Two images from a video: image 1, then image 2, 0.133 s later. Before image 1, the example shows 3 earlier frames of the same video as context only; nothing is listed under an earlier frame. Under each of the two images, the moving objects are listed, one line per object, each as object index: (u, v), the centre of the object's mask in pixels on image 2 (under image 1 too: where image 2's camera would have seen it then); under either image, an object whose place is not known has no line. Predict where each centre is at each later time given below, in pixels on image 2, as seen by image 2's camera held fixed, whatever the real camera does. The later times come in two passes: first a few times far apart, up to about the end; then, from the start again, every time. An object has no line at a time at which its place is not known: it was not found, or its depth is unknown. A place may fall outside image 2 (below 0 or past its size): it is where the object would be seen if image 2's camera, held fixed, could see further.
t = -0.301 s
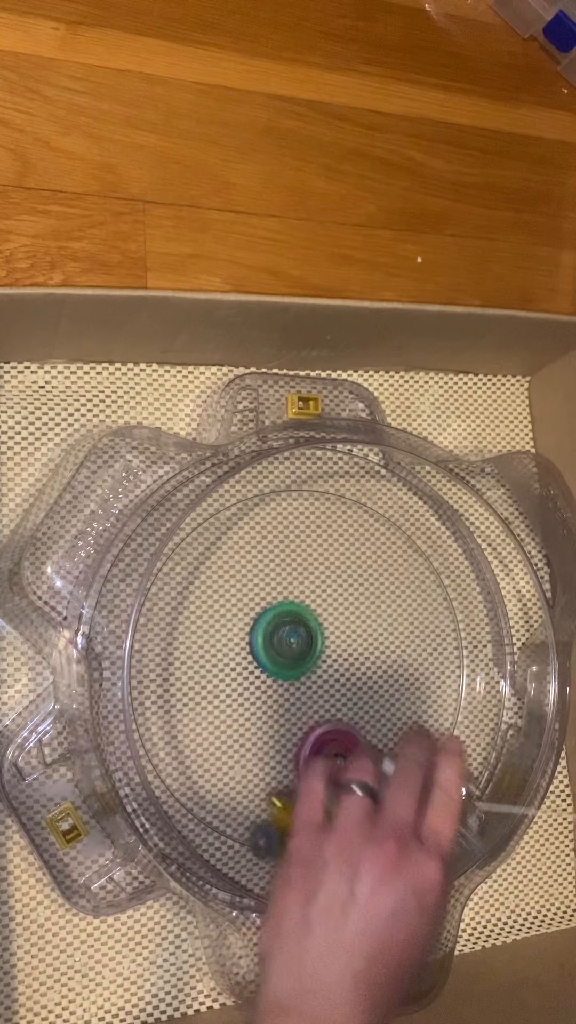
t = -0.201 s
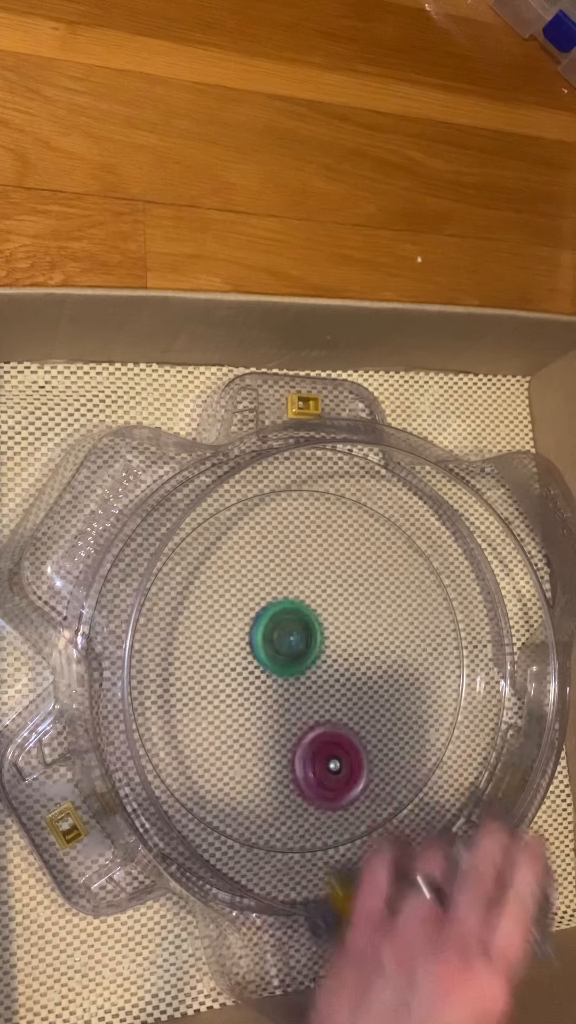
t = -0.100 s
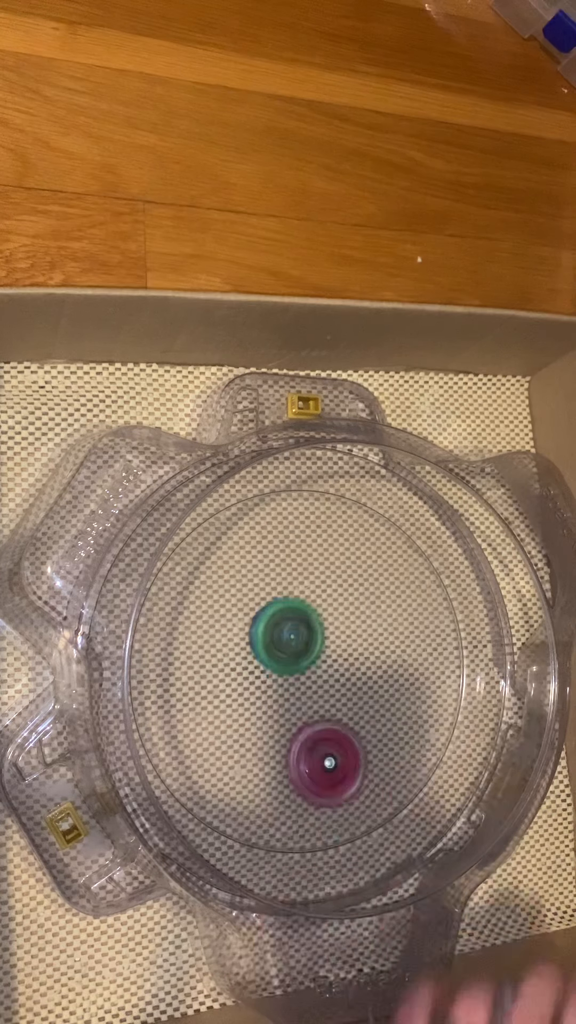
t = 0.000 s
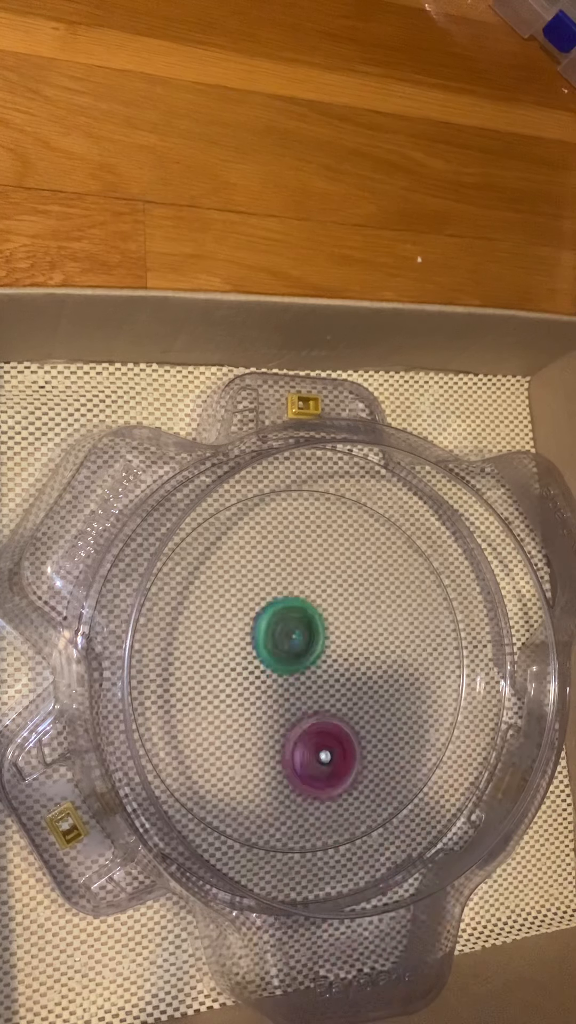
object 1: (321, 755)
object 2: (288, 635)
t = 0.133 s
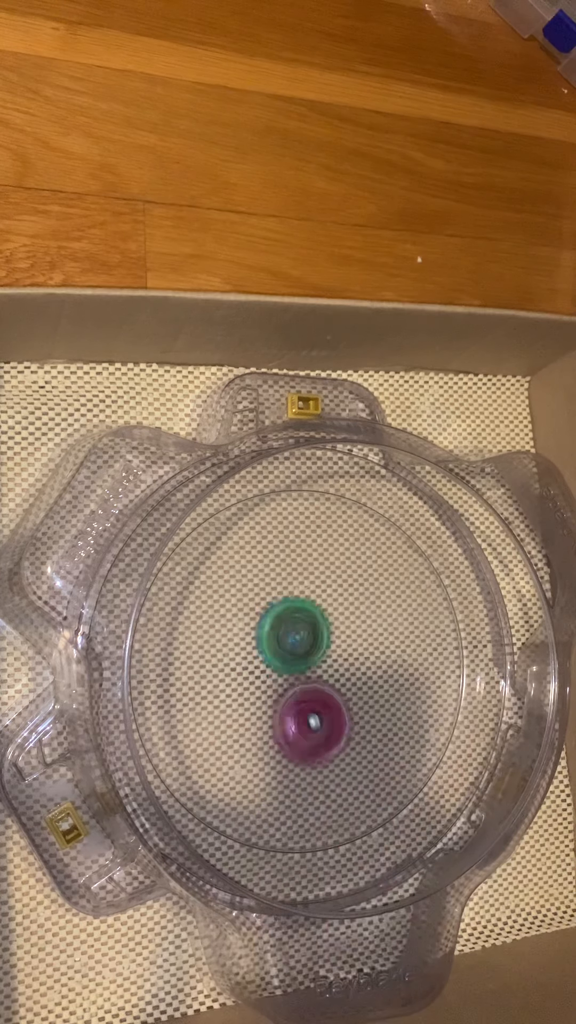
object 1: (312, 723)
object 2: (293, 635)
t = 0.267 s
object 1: (312, 713)
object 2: (297, 617)
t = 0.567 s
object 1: (307, 703)
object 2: (305, 620)
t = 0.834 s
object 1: (301, 707)
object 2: (311, 623)
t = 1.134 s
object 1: (298, 711)
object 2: (314, 628)
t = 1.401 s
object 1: (299, 712)
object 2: (314, 629)
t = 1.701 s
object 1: (300, 710)
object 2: (312, 626)
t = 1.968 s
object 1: (299, 706)
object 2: (311, 623)
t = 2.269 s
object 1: (298, 704)
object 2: (312, 622)
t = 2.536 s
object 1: (297, 704)
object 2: (313, 621)
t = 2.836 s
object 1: (297, 704)
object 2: (313, 622)
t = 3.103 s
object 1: (297, 705)
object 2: (314, 622)
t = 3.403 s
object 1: (298, 705)
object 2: (313, 623)
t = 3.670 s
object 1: (299, 705)
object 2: (313, 622)
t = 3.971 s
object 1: (298, 704)
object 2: (312, 621)
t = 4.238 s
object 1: (299, 703)
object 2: (312, 622)
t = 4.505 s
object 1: (301, 703)
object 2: (312, 621)
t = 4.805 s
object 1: (302, 703)
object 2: (312, 621)
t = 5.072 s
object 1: (304, 703)
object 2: (313, 619)
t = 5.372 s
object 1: (302, 703)
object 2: (311, 620)
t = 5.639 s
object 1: (300, 710)
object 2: (308, 616)
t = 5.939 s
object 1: (298, 703)
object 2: (302, 621)
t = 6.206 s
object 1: (297, 703)
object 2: (300, 620)
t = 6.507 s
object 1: (299, 705)
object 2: (301, 621)
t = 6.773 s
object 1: (301, 706)
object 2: (304, 622)
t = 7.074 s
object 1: (306, 706)
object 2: (307, 622)
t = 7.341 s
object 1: (307, 708)
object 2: (308, 620)
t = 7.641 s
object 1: (303, 706)
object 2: (306, 623)
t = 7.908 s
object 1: (299, 711)
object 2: (305, 623)
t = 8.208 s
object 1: (295, 707)
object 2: (303, 624)
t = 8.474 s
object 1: (297, 708)
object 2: (305, 623)
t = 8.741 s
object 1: (298, 709)
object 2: (306, 623)
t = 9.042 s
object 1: (294, 709)
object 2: (304, 625)
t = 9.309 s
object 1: (290, 708)
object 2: (303, 621)
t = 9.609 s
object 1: (287, 702)
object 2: (303, 619)
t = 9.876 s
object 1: (281, 702)
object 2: (304, 620)
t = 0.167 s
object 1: (311, 714)
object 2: (294, 632)
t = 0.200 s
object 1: (312, 714)
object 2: (295, 622)
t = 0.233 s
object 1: (312, 714)
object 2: (296, 617)
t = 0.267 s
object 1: (312, 713)
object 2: (297, 617)
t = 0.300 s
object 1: (312, 711)
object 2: (298, 617)
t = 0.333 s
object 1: (311, 711)
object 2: (299, 617)
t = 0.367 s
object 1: (311, 709)
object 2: (300, 617)
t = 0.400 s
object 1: (311, 708)
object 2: (301, 617)
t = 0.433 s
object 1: (310, 706)
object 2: (301, 618)
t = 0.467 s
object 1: (309, 704)
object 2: (302, 619)
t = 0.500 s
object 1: (308, 703)
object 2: (303, 620)
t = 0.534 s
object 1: (308, 703)
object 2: (305, 619)
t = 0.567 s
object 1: (307, 703)
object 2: (305, 620)
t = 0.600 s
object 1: (307, 704)
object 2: (306, 620)
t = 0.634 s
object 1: (307, 705)
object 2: (307, 620)
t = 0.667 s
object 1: (305, 704)
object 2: (308, 621)
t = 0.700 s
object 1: (305, 705)
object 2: (308, 621)
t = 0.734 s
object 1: (304, 705)
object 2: (309, 621)
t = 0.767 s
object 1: (303, 706)
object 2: (310, 622)
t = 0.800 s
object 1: (302, 706)
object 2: (311, 623)
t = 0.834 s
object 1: (301, 707)
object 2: (311, 623)
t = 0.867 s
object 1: (300, 707)
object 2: (311, 624)
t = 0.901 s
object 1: (300, 708)
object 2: (312, 625)
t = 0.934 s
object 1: (300, 708)
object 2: (313, 626)
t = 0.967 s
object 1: (299, 708)
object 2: (313, 626)
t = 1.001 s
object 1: (299, 709)
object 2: (313, 627)
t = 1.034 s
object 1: (299, 710)
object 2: (313, 627)
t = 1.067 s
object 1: (299, 711)
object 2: (314, 628)
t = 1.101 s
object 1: (298, 710)
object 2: (314, 628)
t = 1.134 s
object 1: (298, 711)
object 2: (314, 628)
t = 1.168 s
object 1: (298, 711)
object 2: (314, 629)
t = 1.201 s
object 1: (298, 711)
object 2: (314, 629)
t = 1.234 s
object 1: (299, 712)
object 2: (314, 629)
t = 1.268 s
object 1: (299, 712)
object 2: (314, 629)
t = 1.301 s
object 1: (299, 712)
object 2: (314, 629)
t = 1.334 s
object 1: (299, 712)
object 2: (314, 629)
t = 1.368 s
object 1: (299, 712)
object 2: (314, 629)
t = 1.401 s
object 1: (299, 712)
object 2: (314, 629)
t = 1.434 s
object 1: (299, 712)
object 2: (314, 629)
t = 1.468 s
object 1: (299, 711)
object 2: (313, 629)
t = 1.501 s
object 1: (300, 711)
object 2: (313, 629)
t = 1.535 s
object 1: (300, 711)
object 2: (313, 629)
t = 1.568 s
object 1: (300, 711)
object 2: (313, 629)
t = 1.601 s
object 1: (300, 711)
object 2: (313, 627)
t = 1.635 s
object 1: (300, 711)
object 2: (313, 627)
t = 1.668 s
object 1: (300, 710)
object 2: (312, 626)
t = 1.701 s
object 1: (300, 710)
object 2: (312, 626)
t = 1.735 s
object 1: (300, 709)
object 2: (312, 626)
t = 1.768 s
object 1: (300, 709)
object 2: (311, 625)
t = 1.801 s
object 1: (300, 708)
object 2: (312, 625)
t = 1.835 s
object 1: (300, 708)
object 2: (311, 624)
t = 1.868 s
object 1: (300, 707)
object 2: (311, 623)
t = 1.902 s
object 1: (300, 706)
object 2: (311, 623)
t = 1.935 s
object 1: (299, 706)
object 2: (311, 623)
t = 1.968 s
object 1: (299, 706)
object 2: (311, 623)
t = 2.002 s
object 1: (299, 705)
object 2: (311, 623)
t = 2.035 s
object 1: (299, 705)
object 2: (311, 623)
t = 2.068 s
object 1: (299, 705)
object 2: (311, 622)
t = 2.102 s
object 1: (298, 704)
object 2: (311, 622)
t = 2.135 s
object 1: (298, 704)
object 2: (312, 622)
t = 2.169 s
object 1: (298, 704)
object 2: (312, 622)
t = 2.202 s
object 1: (298, 704)
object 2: (312, 622)
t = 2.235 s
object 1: (298, 704)
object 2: (312, 622)
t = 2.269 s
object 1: (298, 704)
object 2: (312, 622)
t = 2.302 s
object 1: (298, 704)
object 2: (312, 622)
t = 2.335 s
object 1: (298, 704)
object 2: (312, 622)
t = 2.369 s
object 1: (298, 704)
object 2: (312, 622)
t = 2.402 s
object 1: (298, 704)
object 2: (312, 621)
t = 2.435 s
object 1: (297, 704)
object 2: (312, 622)
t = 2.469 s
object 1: (297, 704)
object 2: (312, 621)
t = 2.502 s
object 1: (298, 704)
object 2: (312, 621)
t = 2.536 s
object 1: (297, 704)
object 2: (313, 621)
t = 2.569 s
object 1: (297, 704)
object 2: (312, 621)
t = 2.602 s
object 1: (297, 704)
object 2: (312, 622)
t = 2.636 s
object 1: (297, 704)
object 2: (313, 622)
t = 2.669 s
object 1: (297, 704)
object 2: (313, 622)
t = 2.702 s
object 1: (297, 704)
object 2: (313, 622)
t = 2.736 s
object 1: (298, 704)
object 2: (313, 622)
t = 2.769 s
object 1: (298, 704)
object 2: (313, 622)
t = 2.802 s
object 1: (297, 704)
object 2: (313, 622)
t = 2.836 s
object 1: (297, 704)
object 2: (313, 622)
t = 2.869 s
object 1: (298, 704)
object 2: (313, 622)
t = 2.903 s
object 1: (298, 705)
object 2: (314, 622)
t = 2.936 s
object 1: (298, 705)
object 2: (314, 622)
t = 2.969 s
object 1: (298, 705)
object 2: (314, 621)
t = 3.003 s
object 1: (297, 705)
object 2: (314, 622)
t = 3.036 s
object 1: (297, 705)
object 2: (314, 622)
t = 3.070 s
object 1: (297, 705)
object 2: (314, 622)
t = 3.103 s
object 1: (297, 705)
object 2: (314, 622)
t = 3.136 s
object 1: (297, 705)
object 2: (314, 623)
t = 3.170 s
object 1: (298, 705)
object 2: (314, 622)
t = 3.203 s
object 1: (298, 705)
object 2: (314, 622)
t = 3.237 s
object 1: (298, 705)
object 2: (314, 623)
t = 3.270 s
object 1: (298, 705)
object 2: (313, 622)
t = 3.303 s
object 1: (298, 705)
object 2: (313, 623)
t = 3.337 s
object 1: (298, 705)
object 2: (313, 623)
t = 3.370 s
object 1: (298, 706)
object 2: (314, 622)
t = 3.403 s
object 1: (298, 705)
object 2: (313, 623)
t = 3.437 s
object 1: (298, 705)
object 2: (313, 622)
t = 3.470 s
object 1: (298, 705)
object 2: (313, 622)
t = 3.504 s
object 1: (298, 705)
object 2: (313, 622)
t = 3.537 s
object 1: (297, 705)
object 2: (313, 623)
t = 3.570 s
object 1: (297, 704)
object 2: (313, 623)
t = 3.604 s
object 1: (298, 705)
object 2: (312, 623)
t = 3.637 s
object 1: (298, 705)
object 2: (312, 623)
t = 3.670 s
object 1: (299, 705)
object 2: (313, 622)
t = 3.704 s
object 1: (298, 704)
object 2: (313, 622)
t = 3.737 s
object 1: (298, 704)
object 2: (312, 622)
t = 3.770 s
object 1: (298, 704)
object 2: (312, 622)
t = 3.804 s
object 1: (298, 704)
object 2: (312, 622)
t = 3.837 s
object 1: (298, 704)
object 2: (312, 622)
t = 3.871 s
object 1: (298, 704)
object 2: (312, 622)
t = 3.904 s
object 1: (298, 704)
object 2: (312, 622)
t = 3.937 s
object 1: (298, 704)
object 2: (312, 622)
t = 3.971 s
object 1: (298, 704)
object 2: (312, 621)
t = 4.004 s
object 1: (298, 704)
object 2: (311, 622)
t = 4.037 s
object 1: (298, 704)
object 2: (311, 622)
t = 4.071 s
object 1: (299, 703)
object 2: (312, 622)
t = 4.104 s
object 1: (298, 703)
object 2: (312, 622)
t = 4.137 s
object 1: (299, 703)
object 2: (312, 622)
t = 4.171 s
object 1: (298, 703)
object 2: (312, 621)
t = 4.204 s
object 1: (298, 703)
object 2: (312, 621)
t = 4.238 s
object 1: (299, 703)
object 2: (312, 622)
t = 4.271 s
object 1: (299, 704)
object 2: (312, 621)
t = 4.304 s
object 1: (300, 703)
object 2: (312, 621)
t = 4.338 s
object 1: (300, 704)
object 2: (312, 621)
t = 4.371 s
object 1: (300, 703)
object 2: (312, 621)
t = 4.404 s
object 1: (300, 703)
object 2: (312, 621)
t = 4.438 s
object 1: (300, 704)
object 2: (312, 621)
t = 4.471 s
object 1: (301, 703)
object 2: (312, 621)
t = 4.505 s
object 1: (301, 703)
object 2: (312, 621)
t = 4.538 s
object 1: (301, 703)
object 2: (312, 621)
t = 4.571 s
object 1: (301, 704)
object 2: (312, 621)
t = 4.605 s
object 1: (302, 704)
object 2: (312, 621)
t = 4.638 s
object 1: (303, 704)
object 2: (313, 620)
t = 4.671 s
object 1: (303, 704)
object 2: (313, 621)
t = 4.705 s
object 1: (303, 703)
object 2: (312, 620)
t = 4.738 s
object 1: (302, 704)
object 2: (312, 620)
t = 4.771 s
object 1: (302, 703)
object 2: (312, 620)
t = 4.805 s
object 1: (302, 703)
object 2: (312, 621)
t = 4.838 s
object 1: (303, 703)
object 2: (312, 621)
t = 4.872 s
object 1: (304, 703)
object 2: (312, 621)
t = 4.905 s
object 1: (304, 703)
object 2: (312, 621)
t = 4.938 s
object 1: (305, 703)
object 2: (313, 621)
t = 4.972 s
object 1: (305, 704)
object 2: (313, 620)
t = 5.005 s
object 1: (305, 704)
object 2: (313, 619)
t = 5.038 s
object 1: (305, 703)
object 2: (313, 619)
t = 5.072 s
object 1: (304, 703)
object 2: (313, 619)
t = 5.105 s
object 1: (304, 703)
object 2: (313, 619)
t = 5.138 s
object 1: (304, 702)
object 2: (312, 619)
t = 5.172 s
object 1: (303, 702)
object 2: (312, 619)
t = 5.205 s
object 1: (302, 702)
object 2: (312, 620)
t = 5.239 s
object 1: (303, 702)
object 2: (312, 620)
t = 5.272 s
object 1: (303, 705)
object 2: (312, 619)
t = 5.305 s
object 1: (303, 704)
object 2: (312, 620)
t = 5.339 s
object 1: (303, 703)
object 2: (311, 620)
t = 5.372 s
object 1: (302, 703)
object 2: (311, 620)
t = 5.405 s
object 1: (302, 703)
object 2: (310, 621)
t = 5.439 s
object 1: (301, 703)
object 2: (309, 621)
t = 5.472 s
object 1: (301, 709)
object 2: (310, 616)
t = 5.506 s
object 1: (301, 710)
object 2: (310, 616)
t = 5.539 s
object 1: (301, 710)
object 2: (309, 616)
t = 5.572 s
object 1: (300, 709)
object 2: (309, 616)
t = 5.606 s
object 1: (300, 710)
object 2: (309, 616)
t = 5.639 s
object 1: (300, 710)
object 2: (308, 616)
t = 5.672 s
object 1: (300, 710)
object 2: (307, 616)
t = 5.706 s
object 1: (299, 709)
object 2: (307, 616)
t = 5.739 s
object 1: (299, 709)
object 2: (307, 617)
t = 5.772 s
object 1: (298, 708)
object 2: (306, 618)
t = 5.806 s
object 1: (298, 707)
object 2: (305, 619)
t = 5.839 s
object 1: (297, 706)
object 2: (304, 620)
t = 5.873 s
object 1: (297, 704)
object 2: (303, 620)
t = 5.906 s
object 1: (297, 704)
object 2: (303, 620)
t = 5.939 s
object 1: (298, 703)
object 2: (302, 621)
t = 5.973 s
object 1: (298, 703)
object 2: (302, 621)
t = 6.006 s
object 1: (298, 704)
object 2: (302, 620)
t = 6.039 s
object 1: (299, 705)
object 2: (302, 620)
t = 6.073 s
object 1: (299, 704)
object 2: (302, 621)
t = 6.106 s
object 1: (298, 704)
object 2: (301, 620)
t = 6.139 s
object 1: (298, 704)
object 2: (301, 620)
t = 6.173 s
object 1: (298, 704)
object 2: (301, 620)
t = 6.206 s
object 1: (297, 703)
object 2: (300, 620)
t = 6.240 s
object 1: (296, 704)
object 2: (300, 620)
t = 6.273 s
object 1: (296, 704)
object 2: (300, 621)
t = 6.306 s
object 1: (296, 704)
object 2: (300, 621)
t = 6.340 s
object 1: (296, 704)
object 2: (300, 622)
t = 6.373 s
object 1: (297, 705)
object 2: (300, 622)
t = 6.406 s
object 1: (298, 705)
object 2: (300, 622)
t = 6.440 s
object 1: (298, 706)
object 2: (301, 621)
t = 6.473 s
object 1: (299, 706)
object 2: (301, 621)
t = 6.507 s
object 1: (299, 705)
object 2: (301, 621)
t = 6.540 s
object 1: (298, 705)
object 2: (301, 621)
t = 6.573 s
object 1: (298, 705)
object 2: (301, 621)
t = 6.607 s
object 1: (298, 705)
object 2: (301, 622)
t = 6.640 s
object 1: (299, 706)
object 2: (302, 621)
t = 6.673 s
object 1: (300, 705)
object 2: (303, 622)
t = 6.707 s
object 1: (301, 707)
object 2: (303, 621)
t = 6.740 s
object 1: (301, 706)
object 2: (304, 621)
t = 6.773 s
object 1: (301, 706)
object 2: (304, 622)
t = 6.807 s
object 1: (300, 705)
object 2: (304, 622)
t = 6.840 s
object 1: (301, 706)
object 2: (304, 622)
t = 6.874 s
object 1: (301, 705)
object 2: (304, 623)
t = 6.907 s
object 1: (301, 705)
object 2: (304, 623)
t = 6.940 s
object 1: (302, 706)
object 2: (305, 622)
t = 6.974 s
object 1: (303, 706)
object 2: (306, 623)
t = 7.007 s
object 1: (304, 707)
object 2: (306, 622)
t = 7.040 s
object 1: (306, 707)
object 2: (307, 622)
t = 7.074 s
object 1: (306, 706)
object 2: (307, 622)
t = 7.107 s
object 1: (306, 707)
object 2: (307, 622)
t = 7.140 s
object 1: (306, 706)
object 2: (307, 622)
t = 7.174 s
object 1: (306, 705)
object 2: (307, 622)
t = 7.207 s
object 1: (305, 706)
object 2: (307, 622)
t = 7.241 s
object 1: (306, 706)
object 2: (307, 622)
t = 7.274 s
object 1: (306, 705)
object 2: (307, 623)
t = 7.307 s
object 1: (306, 707)
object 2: (307, 621)
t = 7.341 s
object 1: (307, 708)
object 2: (308, 620)
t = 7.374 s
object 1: (307, 706)
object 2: (308, 621)
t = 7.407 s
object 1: (306, 705)
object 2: (307, 622)
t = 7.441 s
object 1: (305, 706)
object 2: (307, 622)
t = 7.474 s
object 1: (305, 706)
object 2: (307, 622)
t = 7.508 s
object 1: (304, 705)
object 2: (307, 623)
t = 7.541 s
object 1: (304, 708)
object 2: (307, 621)
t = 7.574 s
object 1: (304, 708)
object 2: (307, 622)
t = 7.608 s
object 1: (304, 707)
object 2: (307, 623)
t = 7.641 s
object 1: (303, 706)
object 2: (306, 623)
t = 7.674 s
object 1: (302, 707)
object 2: (305, 623)
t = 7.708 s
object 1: (301, 707)
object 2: (305, 624)
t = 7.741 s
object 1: (301, 706)
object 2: (304, 624)
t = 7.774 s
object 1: (301, 706)
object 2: (304, 624)
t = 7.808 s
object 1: (301, 707)
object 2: (304, 624)
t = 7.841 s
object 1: (300, 707)
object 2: (304, 624)
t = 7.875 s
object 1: (299, 710)
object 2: (305, 623)
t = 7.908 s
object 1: (299, 711)
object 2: (305, 623)
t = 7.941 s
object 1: (299, 711)
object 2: (304, 623)
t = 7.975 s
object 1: (298, 710)
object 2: (304, 623)
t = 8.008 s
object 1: (298, 710)
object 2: (304, 623)
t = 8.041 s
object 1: (297, 709)
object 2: (304, 623)
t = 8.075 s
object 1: (297, 710)
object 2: (304, 623)
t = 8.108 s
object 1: (296, 709)
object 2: (303, 624)
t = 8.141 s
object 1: (295, 709)
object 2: (303, 624)
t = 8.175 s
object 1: (294, 708)
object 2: (303, 624)
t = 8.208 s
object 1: (295, 707)
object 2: (303, 624)
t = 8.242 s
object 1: (295, 707)
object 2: (304, 623)
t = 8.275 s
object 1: (297, 707)
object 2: (304, 623)
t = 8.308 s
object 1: (297, 708)
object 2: (305, 623)
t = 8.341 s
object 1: (299, 709)
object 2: (306, 622)
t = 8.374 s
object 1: (299, 709)
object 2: (305, 623)
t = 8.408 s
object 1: (298, 708)
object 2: (305, 623)
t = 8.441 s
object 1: (298, 708)
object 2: (305, 623)
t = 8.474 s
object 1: (297, 708)
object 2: (305, 623)
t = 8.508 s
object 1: (296, 708)
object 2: (305, 624)
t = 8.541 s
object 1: (296, 707)
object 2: (304, 625)
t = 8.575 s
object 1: (296, 707)
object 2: (304, 624)
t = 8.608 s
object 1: (296, 707)
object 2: (304, 624)
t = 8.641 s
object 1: (296, 708)
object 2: (305, 624)
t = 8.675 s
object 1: (297, 709)
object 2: (305, 625)
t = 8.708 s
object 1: (298, 708)
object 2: (305, 625)
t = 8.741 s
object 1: (298, 709)
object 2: (306, 623)
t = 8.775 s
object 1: (298, 710)
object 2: (306, 623)
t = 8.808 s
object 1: (298, 712)
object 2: (306, 624)
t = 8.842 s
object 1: (298, 712)
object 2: (305, 623)
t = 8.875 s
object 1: (298, 711)
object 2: (305, 623)
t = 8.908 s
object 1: (297, 710)
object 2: (305, 623)
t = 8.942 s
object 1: (296, 709)
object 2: (305, 624)
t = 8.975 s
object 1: (295, 710)
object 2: (305, 624)
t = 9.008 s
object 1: (295, 710)
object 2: (304, 625)
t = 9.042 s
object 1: (294, 709)
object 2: (304, 625)
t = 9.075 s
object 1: (294, 706)
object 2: (304, 625)
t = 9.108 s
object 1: (294, 708)
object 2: (305, 621)
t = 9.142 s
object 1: (293, 710)
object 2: (306, 620)
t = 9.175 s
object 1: (293, 710)
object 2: (306, 621)
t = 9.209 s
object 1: (293, 710)
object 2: (305, 621)
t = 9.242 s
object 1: (292, 709)
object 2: (304, 621)
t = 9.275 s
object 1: (291, 707)
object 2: (303, 621)
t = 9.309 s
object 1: (290, 708)
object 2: (303, 621)
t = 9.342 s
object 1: (290, 708)
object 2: (303, 622)
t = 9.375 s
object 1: (289, 706)
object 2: (302, 622)
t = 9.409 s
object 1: (289, 704)
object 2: (301, 622)
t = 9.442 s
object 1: (289, 705)
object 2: (302, 619)
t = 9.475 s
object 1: (290, 706)
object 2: (304, 617)
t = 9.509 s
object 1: (290, 704)
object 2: (304, 618)
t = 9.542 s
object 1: (288, 702)
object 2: (303, 619)
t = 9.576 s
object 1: (286, 702)
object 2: (303, 619)
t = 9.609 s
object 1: (287, 702)
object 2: (303, 619)
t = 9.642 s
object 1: (286, 701)
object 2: (302, 619)
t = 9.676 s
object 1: (285, 701)
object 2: (302, 619)
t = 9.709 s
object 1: (284, 704)
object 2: (303, 616)
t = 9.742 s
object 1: (283, 704)
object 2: (305, 617)
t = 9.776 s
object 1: (282, 704)
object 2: (305, 618)
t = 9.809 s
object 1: (282, 704)
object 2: (305, 619)
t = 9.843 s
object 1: (282, 703)
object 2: (305, 619)
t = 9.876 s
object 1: (281, 702)
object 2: (304, 620)
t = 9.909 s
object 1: (280, 701)
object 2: (303, 620)
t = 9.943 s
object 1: (280, 700)
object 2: (303, 620)
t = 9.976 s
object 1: (280, 699)
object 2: (303, 620)
